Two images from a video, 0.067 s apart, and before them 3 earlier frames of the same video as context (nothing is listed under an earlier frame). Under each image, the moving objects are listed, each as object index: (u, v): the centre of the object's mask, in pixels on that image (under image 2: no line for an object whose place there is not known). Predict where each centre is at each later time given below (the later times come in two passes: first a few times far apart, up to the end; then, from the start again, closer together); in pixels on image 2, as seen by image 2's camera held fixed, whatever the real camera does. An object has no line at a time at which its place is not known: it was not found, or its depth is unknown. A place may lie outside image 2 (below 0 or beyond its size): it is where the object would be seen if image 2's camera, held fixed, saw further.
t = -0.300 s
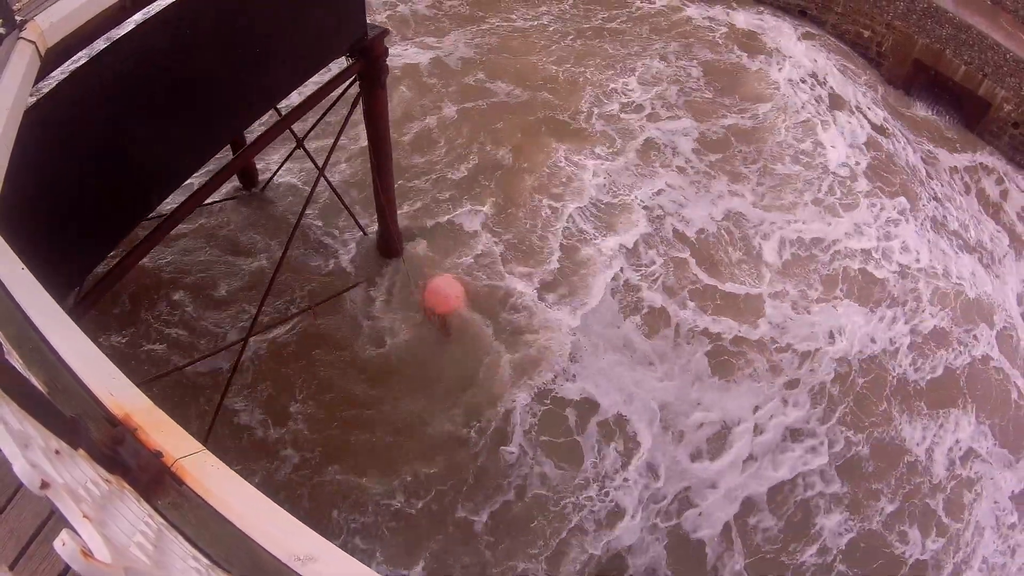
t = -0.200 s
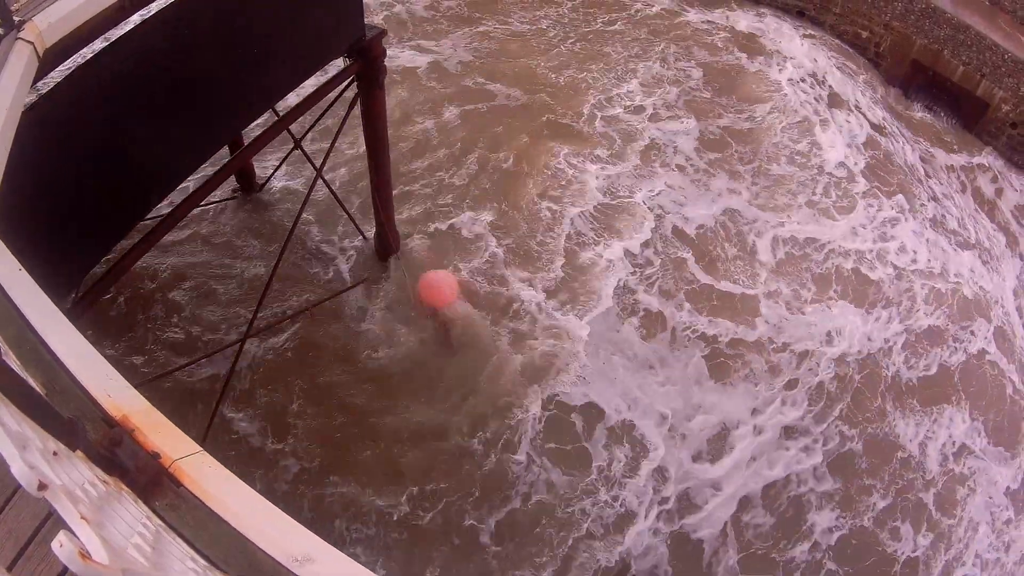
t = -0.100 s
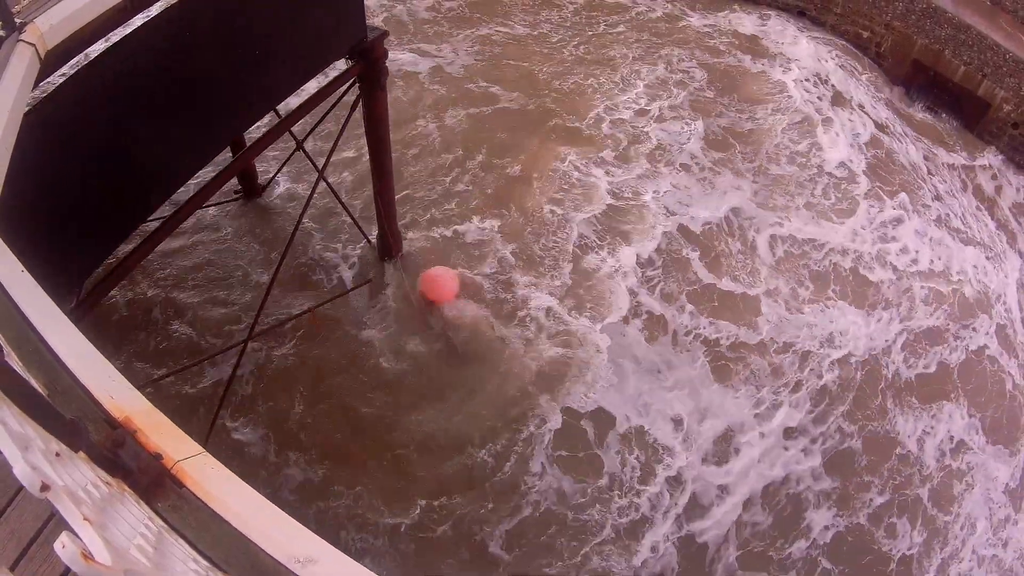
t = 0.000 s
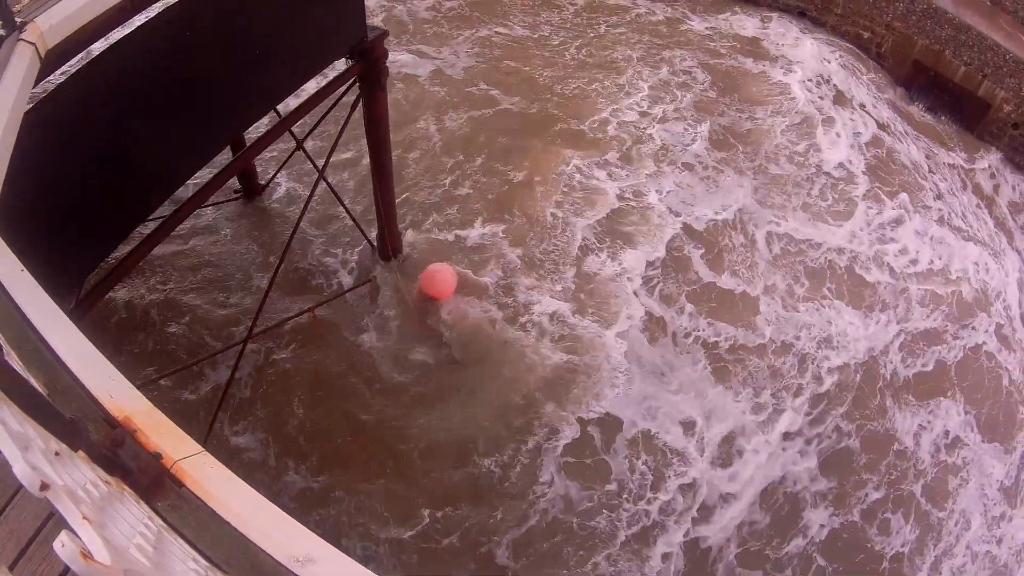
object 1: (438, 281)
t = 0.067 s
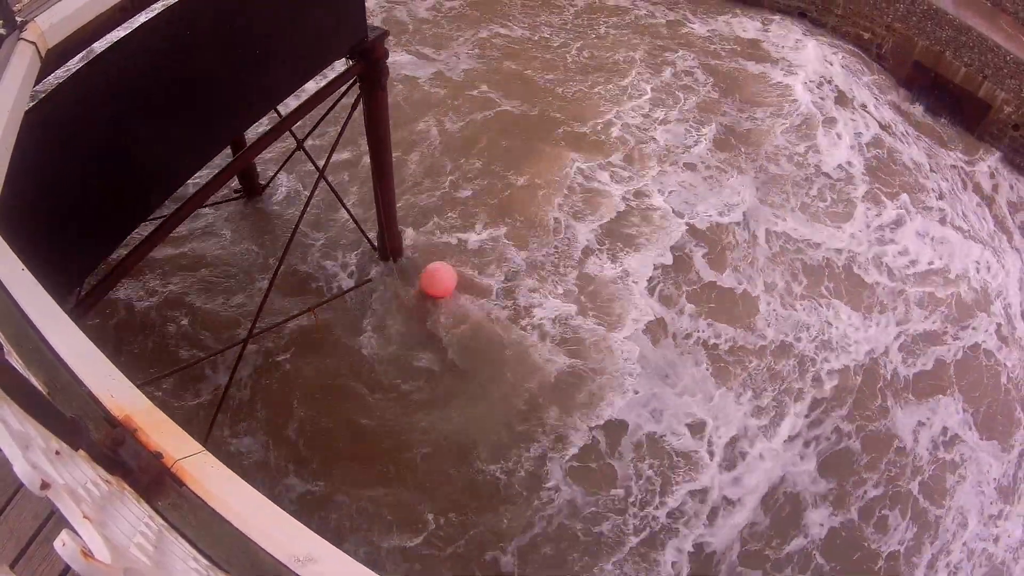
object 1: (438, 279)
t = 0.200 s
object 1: (437, 278)
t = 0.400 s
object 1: (432, 277)
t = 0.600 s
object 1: (424, 274)
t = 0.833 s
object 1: (413, 269)
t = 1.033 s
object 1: (411, 269)
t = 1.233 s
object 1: (412, 266)
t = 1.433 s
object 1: (416, 265)
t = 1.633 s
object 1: (421, 263)
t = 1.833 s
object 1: (427, 260)
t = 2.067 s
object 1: (431, 261)
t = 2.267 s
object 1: (434, 264)
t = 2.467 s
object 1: (439, 270)
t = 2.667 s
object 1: (445, 275)
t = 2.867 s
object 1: (448, 275)
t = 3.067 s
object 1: (449, 276)
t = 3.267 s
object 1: (445, 275)
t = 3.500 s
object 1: (438, 279)
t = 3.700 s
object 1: (430, 288)
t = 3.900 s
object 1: (423, 299)
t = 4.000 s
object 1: (421, 303)
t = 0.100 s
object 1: (438, 279)
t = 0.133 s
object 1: (438, 279)
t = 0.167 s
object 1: (438, 279)
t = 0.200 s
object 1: (437, 278)
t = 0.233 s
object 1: (437, 278)
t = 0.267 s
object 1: (436, 278)
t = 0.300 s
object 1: (435, 277)
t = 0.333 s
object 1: (434, 278)
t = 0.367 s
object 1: (433, 277)
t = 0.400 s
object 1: (432, 277)
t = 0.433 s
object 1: (430, 276)
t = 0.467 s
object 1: (429, 276)
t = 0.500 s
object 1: (427, 276)
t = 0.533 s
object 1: (426, 275)
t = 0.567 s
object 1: (425, 275)
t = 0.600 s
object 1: (424, 274)
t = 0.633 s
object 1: (420, 274)
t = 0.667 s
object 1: (419, 273)
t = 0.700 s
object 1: (418, 273)
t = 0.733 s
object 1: (417, 272)
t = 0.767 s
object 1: (415, 271)
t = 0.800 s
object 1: (414, 270)
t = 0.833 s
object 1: (413, 269)
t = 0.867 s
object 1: (411, 269)
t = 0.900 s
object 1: (410, 268)
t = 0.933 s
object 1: (410, 268)
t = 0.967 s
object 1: (410, 268)
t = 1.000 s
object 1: (411, 269)
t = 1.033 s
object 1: (411, 269)
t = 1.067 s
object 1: (411, 269)
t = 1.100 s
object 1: (411, 268)
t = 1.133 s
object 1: (411, 268)
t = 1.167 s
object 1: (412, 268)
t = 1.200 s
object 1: (412, 267)
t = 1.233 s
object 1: (412, 266)
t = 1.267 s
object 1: (413, 266)
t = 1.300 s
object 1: (414, 266)
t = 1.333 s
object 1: (414, 266)
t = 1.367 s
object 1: (414, 266)
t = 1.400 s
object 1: (416, 265)
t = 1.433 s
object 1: (416, 265)
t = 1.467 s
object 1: (417, 265)
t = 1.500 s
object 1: (418, 264)
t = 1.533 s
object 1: (418, 264)
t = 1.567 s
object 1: (419, 263)
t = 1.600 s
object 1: (420, 263)
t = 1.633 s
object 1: (421, 263)
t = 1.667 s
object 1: (422, 262)
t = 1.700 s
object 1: (423, 262)
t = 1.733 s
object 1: (424, 261)
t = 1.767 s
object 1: (425, 261)
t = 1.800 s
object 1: (426, 260)
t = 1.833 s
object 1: (427, 260)
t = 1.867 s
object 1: (428, 260)
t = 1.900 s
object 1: (429, 260)
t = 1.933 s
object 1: (429, 260)
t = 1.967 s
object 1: (429, 260)
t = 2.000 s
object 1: (430, 260)
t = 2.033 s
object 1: (431, 260)
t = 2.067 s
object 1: (431, 261)
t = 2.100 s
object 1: (432, 261)
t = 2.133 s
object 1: (432, 262)
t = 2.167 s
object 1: (433, 263)
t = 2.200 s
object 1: (433, 263)
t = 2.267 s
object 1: (434, 264)
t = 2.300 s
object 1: (435, 265)
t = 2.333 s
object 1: (436, 266)
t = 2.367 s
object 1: (437, 267)
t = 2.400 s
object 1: (437, 268)
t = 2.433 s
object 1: (438, 269)
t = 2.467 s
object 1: (439, 270)
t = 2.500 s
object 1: (440, 271)
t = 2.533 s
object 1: (442, 272)
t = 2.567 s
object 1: (443, 273)
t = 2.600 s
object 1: (443, 273)
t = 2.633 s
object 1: (444, 274)
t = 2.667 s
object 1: (445, 275)
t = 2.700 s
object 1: (446, 275)
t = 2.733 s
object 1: (447, 275)
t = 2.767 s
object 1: (447, 276)
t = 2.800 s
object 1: (448, 275)
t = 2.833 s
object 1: (448, 275)
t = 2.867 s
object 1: (448, 275)
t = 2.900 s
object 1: (449, 275)
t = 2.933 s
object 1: (449, 275)
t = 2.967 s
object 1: (449, 276)
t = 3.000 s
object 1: (449, 276)
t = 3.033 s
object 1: (449, 276)
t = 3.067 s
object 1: (449, 276)
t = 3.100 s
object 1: (448, 275)
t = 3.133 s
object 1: (448, 275)
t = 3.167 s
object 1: (447, 275)
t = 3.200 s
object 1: (447, 275)
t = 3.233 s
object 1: (446, 276)
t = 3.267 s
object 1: (445, 275)
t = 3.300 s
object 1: (444, 275)
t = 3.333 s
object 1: (443, 276)
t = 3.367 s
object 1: (442, 276)
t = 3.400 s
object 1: (441, 277)
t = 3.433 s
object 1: (440, 277)
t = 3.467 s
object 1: (439, 278)
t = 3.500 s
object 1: (438, 279)
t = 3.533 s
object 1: (436, 280)
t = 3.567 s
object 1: (436, 281)
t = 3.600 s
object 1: (434, 283)
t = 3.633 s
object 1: (432, 285)
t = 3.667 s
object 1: (432, 286)
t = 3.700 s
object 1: (430, 288)
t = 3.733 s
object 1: (429, 290)
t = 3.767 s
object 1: (428, 292)
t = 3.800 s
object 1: (427, 293)
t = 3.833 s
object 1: (426, 295)
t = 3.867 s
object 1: (425, 297)
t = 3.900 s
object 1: (423, 299)
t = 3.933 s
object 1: (422, 300)
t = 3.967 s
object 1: (421, 302)
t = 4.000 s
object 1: (421, 303)
